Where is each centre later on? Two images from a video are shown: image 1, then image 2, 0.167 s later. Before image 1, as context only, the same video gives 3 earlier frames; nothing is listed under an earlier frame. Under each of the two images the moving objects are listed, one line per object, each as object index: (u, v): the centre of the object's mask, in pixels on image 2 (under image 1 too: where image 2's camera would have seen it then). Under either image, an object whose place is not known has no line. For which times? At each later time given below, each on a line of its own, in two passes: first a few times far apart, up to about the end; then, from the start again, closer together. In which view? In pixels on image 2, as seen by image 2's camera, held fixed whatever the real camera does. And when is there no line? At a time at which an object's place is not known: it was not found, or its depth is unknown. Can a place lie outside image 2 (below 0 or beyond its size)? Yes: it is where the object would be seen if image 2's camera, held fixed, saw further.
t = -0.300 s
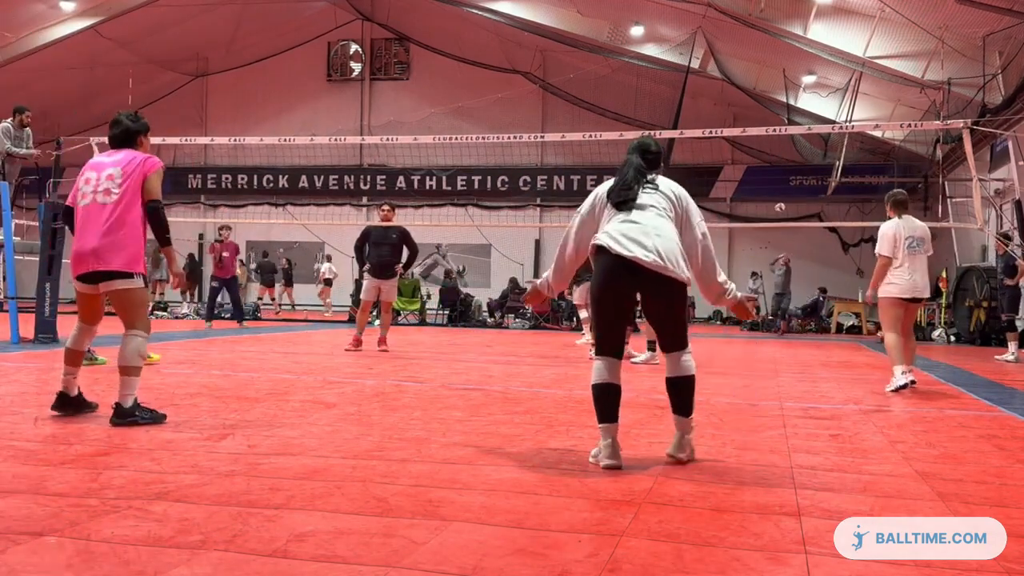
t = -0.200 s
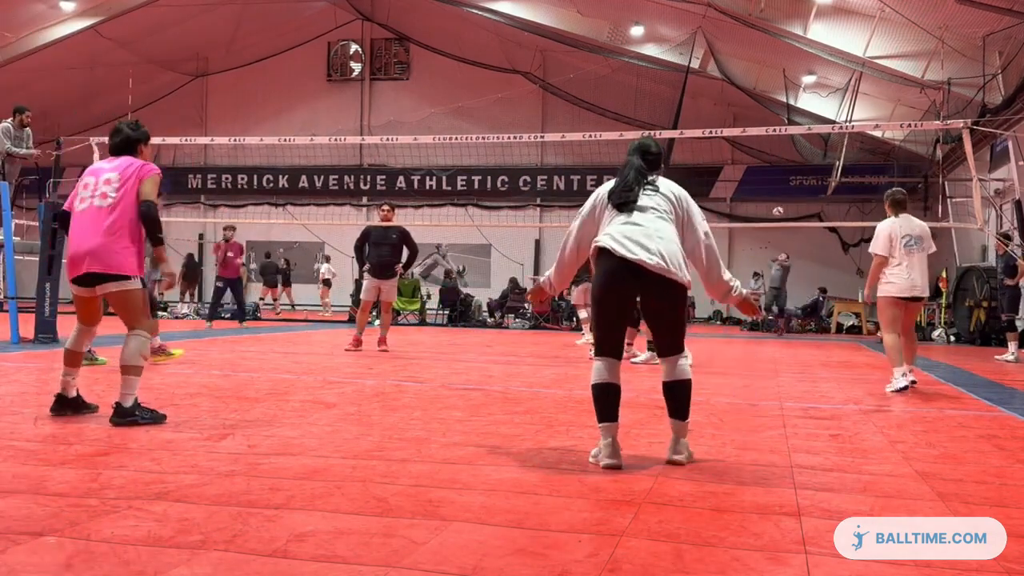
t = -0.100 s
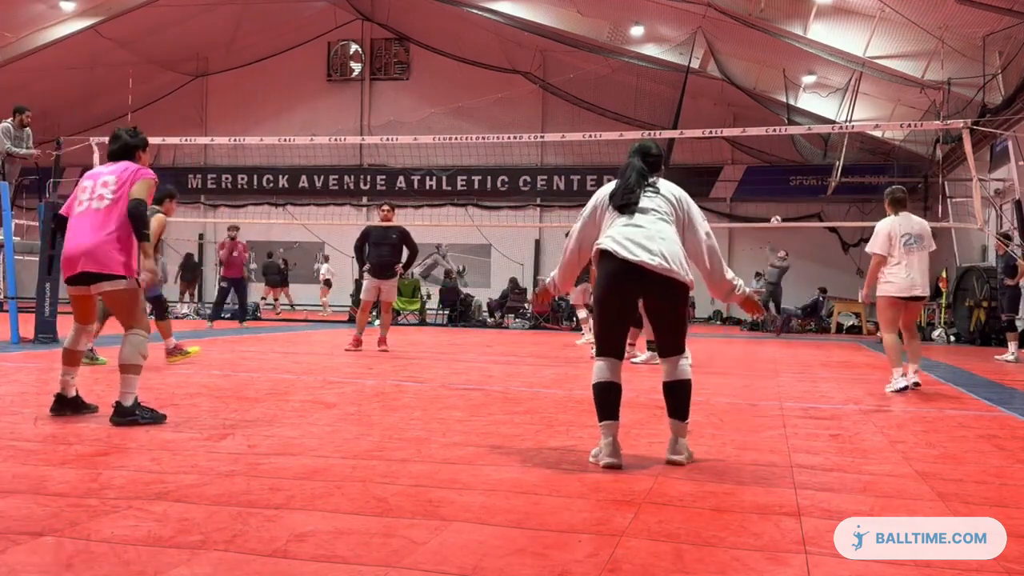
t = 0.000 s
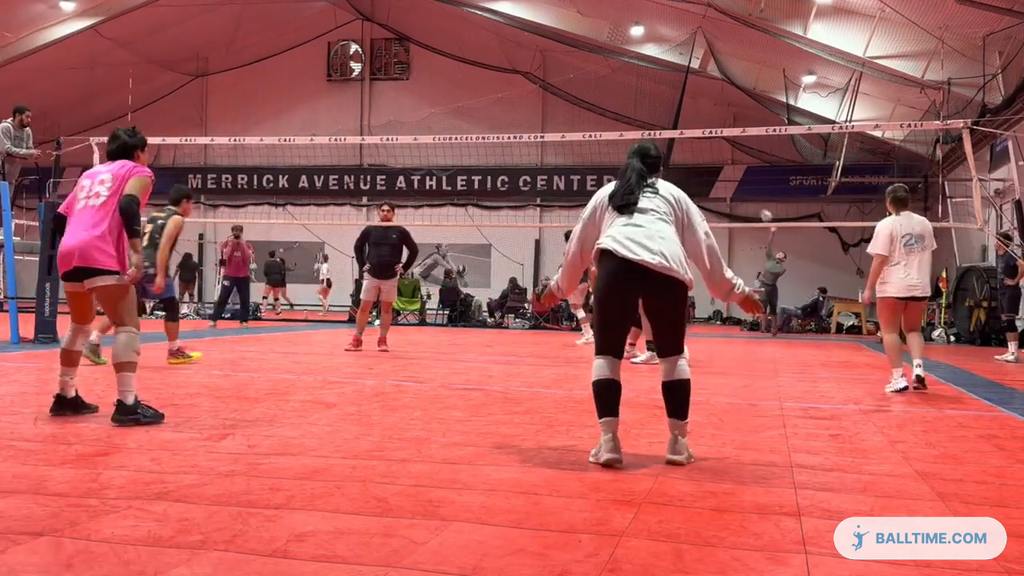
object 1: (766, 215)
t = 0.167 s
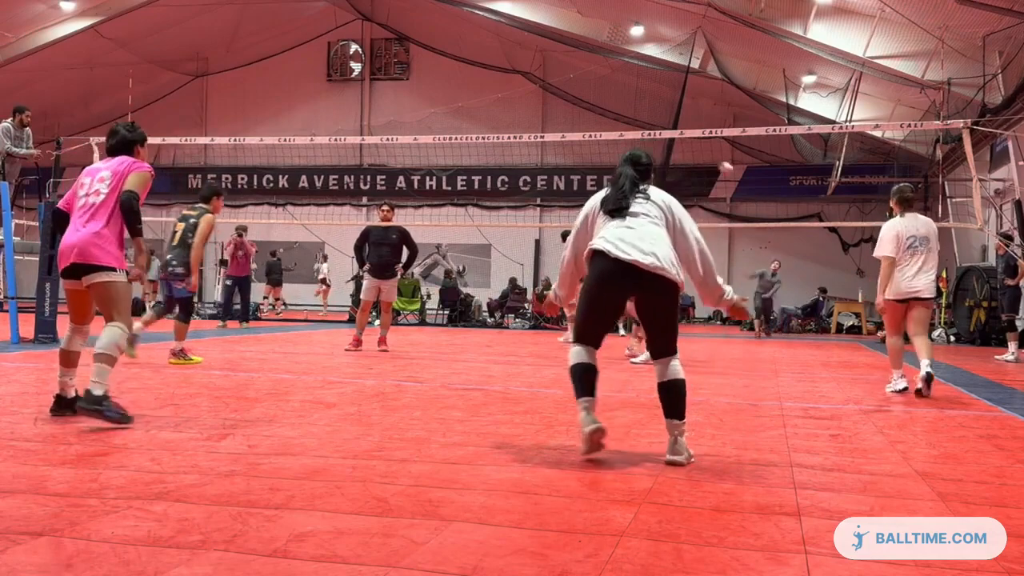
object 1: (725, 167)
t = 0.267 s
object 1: (696, 144)
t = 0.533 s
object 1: (596, 94)
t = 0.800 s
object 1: (457, 82)
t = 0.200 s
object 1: (716, 160)
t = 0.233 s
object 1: (706, 152)
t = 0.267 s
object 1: (696, 144)
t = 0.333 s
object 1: (673, 127)
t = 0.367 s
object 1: (662, 123)
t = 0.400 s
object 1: (650, 116)
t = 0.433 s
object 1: (637, 110)
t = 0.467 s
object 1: (624, 105)
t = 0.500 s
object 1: (610, 99)
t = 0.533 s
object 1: (596, 94)
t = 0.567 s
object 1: (581, 89)
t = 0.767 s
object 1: (477, 80)
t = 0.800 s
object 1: (457, 82)
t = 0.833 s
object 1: (438, 84)
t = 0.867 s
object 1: (418, 88)
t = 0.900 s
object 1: (397, 92)
